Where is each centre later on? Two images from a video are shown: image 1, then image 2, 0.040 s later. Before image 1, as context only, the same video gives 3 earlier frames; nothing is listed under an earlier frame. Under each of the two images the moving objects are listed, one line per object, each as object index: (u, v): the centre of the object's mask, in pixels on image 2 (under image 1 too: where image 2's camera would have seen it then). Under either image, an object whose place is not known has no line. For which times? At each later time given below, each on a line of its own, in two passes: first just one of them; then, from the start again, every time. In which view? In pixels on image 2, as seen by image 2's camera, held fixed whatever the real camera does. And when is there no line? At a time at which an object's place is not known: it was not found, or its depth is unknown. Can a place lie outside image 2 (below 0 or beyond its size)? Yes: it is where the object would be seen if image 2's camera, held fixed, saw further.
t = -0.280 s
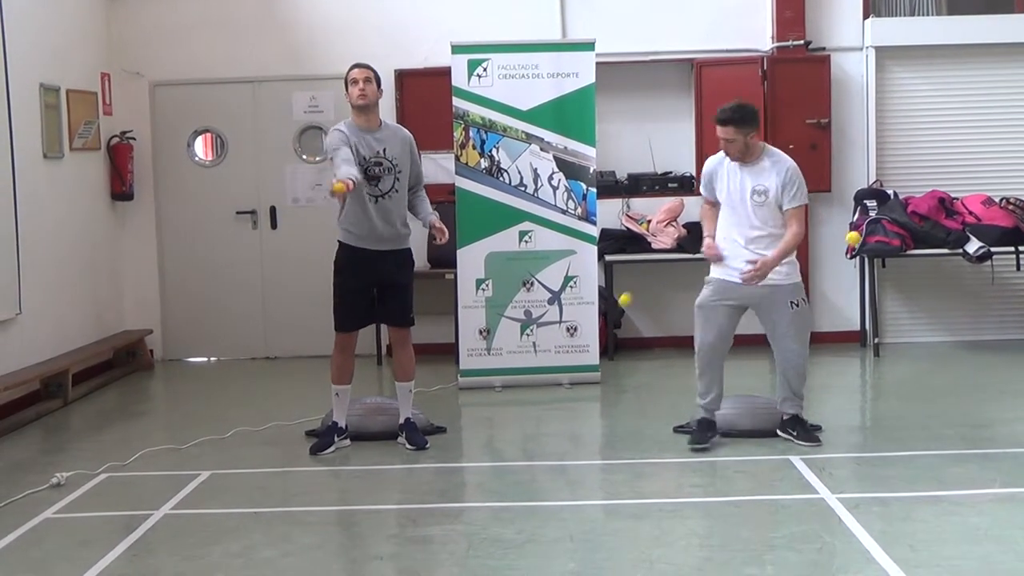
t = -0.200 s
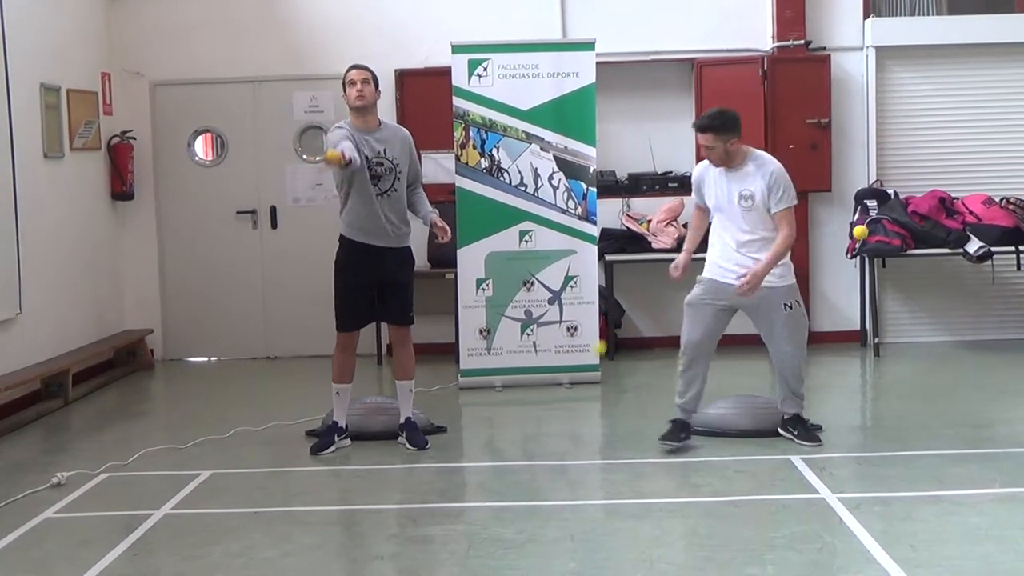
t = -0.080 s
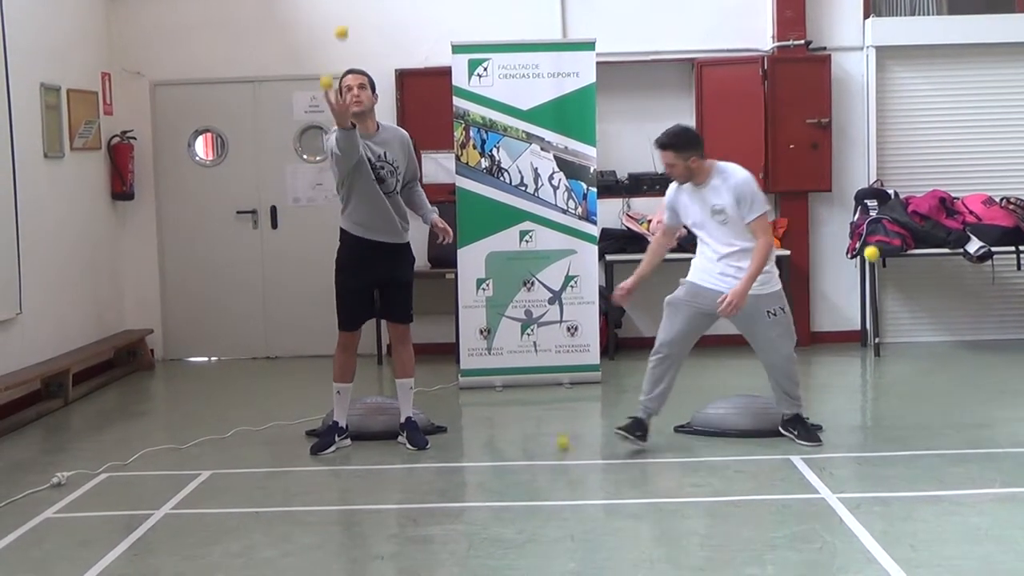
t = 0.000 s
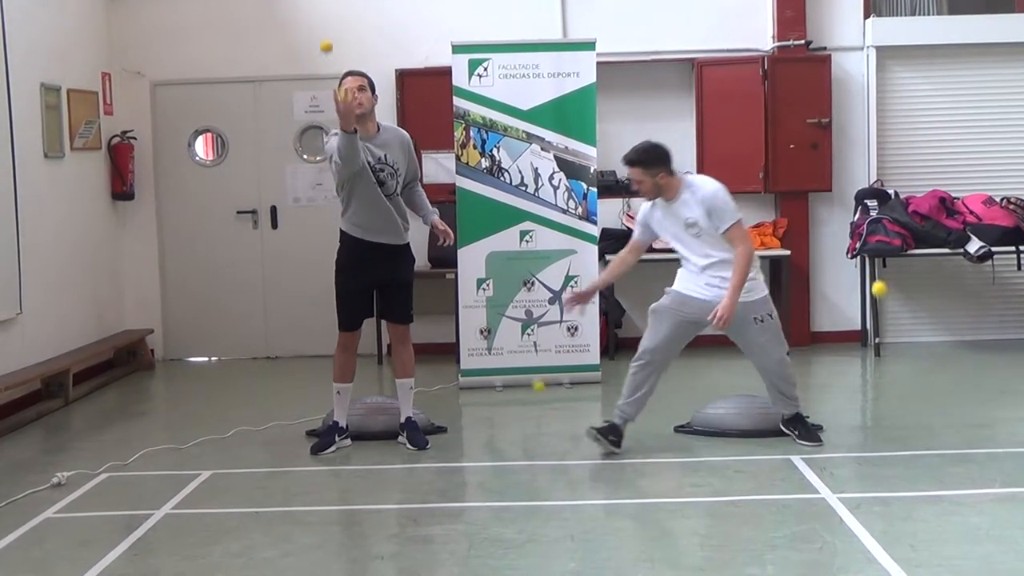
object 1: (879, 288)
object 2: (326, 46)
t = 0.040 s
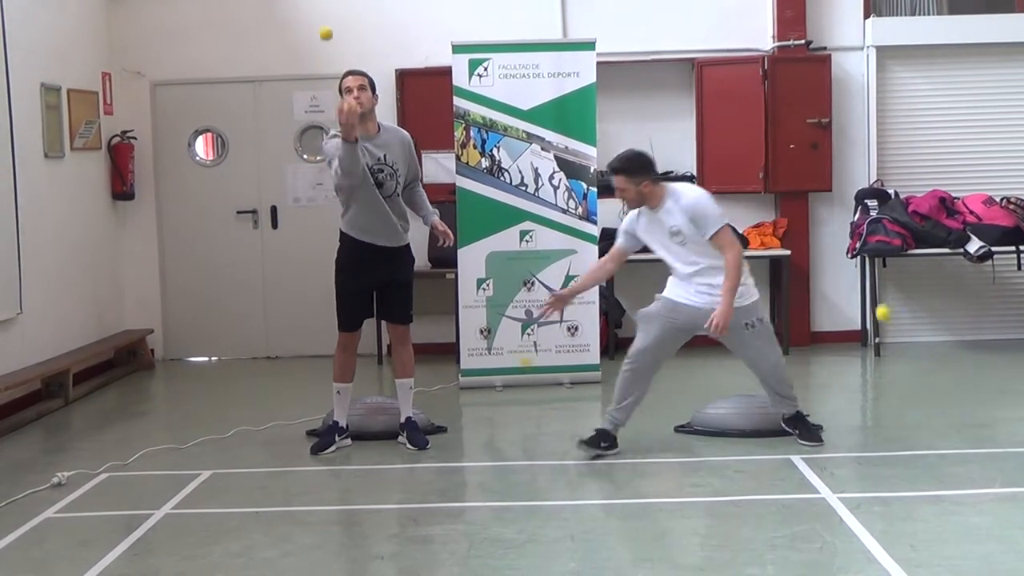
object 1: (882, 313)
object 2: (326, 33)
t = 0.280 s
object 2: (328, 42)
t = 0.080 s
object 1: (886, 341)
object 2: (326, 25)
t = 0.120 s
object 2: (326, 20)
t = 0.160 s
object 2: (326, 20)
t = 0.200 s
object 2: (327, 23)
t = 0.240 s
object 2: (327, 30)
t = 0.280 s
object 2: (328, 42)
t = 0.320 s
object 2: (329, 57)
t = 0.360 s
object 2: (330, 76)
